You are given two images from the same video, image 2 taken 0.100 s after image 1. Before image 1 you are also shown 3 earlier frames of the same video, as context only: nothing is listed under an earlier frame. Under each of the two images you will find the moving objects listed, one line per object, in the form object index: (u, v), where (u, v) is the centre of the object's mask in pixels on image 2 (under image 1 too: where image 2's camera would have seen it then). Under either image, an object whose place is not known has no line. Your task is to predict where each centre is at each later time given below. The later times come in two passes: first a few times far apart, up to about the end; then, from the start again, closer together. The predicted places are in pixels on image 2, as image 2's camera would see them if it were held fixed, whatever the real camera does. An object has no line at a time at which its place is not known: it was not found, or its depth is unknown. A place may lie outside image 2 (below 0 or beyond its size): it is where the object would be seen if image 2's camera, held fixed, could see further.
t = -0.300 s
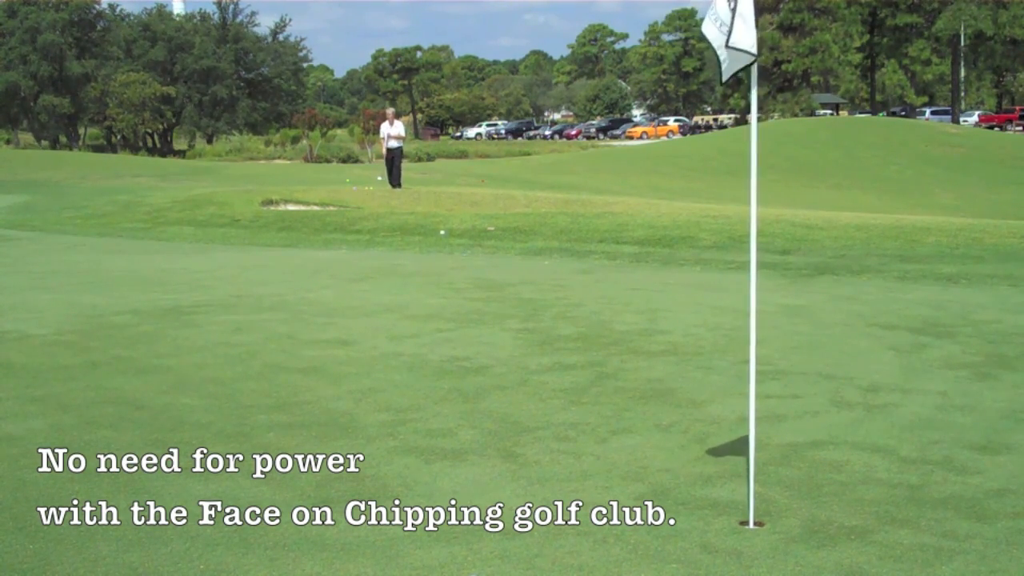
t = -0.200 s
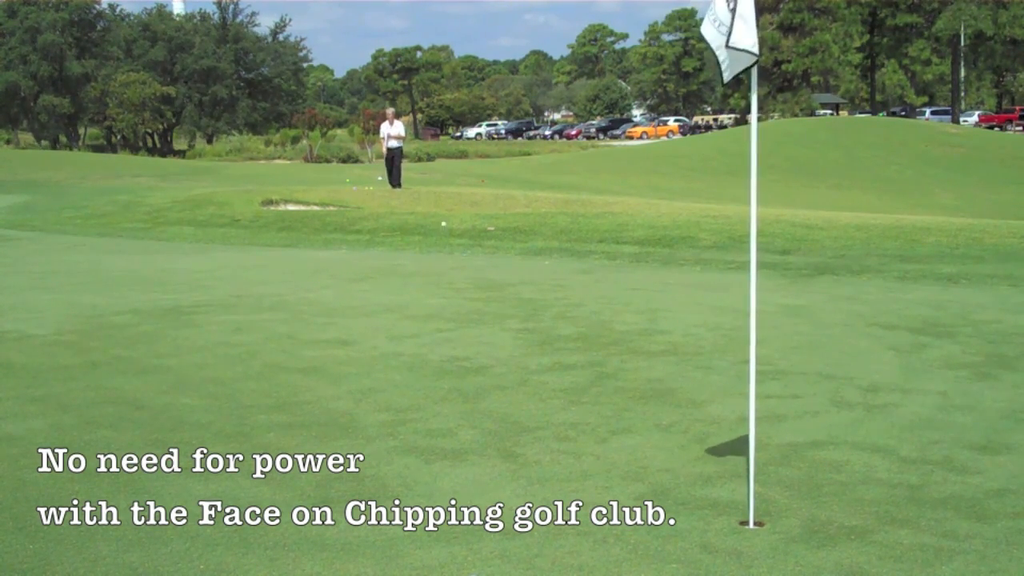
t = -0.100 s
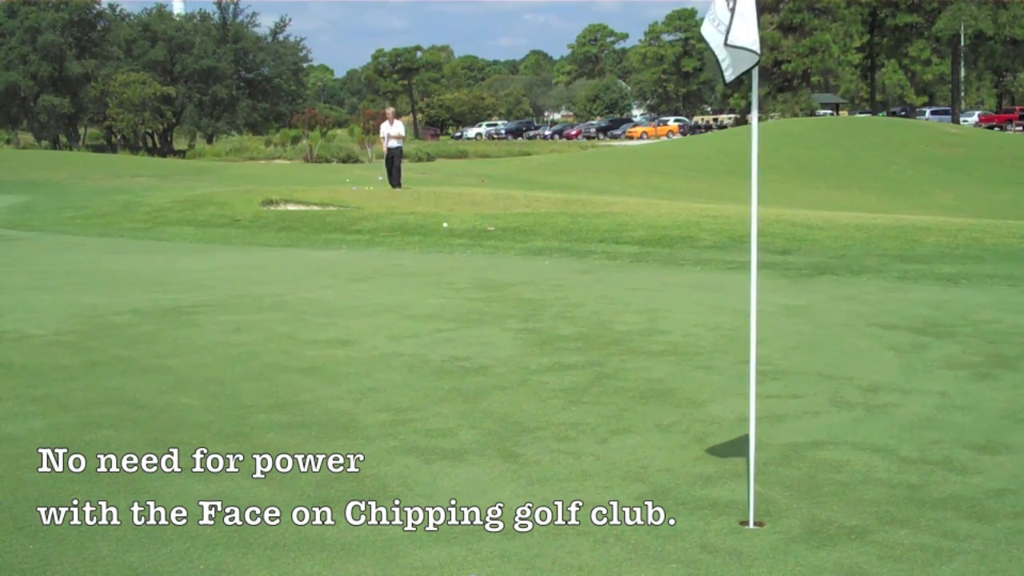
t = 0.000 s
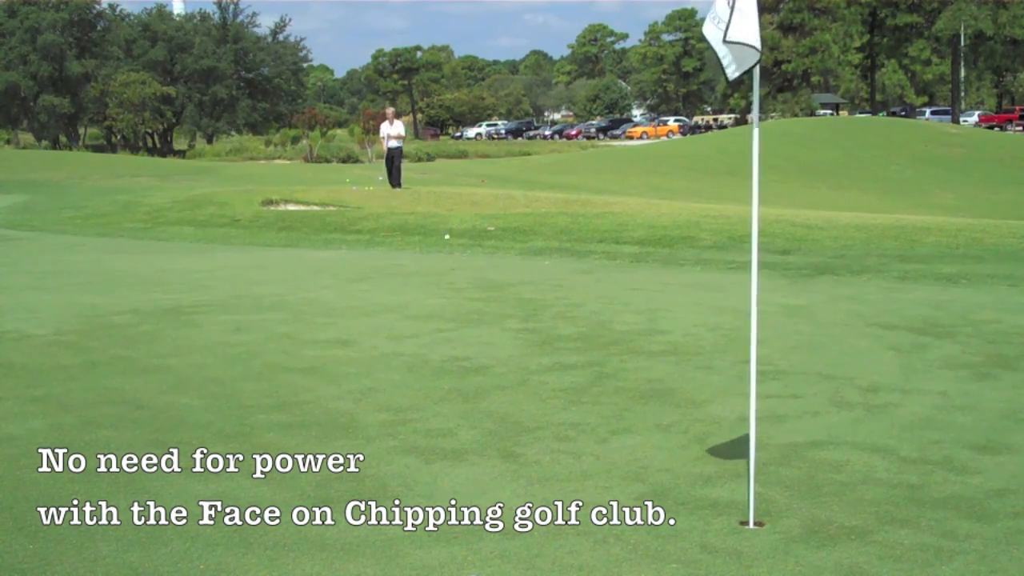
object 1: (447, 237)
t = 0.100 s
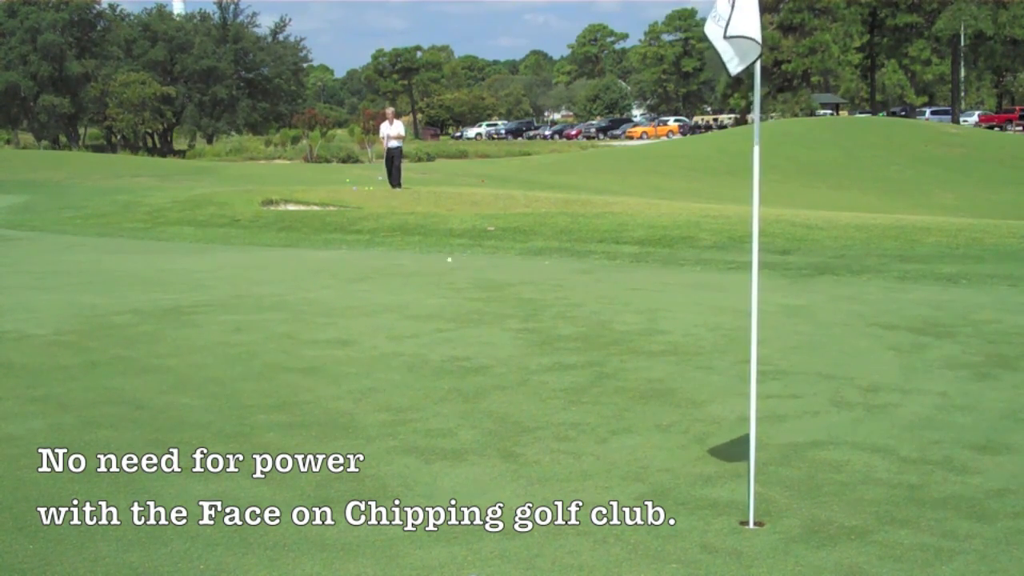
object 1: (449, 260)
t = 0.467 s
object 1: (452, 282)
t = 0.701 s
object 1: (456, 294)
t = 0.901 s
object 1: (460, 304)
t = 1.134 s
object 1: (470, 314)
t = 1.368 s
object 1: (482, 325)
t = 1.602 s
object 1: (498, 336)
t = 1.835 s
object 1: (515, 346)
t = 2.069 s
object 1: (533, 357)
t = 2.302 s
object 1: (552, 367)
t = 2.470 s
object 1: (567, 373)
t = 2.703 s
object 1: (587, 382)
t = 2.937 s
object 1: (608, 390)
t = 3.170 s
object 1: (628, 398)
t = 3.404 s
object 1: (646, 405)
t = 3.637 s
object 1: (662, 411)
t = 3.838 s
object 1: (674, 415)
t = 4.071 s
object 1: (686, 419)
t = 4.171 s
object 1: (690, 421)
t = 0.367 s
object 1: (451, 281)
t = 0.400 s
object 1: (452, 283)
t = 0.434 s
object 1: (452, 282)
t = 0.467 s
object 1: (452, 282)
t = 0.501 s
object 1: (452, 284)
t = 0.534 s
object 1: (453, 286)
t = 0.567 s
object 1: (453, 291)
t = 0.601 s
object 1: (454, 291)
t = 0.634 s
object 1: (454, 291)
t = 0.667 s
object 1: (455, 292)
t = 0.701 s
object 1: (456, 294)
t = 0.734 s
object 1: (456, 297)
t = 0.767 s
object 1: (457, 297)
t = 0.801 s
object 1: (458, 299)
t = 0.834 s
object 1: (458, 302)
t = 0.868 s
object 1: (459, 302)
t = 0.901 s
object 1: (460, 304)
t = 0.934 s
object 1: (461, 305)
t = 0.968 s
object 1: (463, 306)
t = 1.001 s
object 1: (465, 309)
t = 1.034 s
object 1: (466, 310)
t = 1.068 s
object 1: (468, 312)
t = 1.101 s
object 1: (469, 313)
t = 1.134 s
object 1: (470, 314)
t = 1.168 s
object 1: (472, 316)
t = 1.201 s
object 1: (474, 318)
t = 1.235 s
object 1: (475, 319)
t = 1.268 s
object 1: (477, 320)
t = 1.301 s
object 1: (478, 322)
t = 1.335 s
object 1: (480, 323)
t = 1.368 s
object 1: (482, 325)
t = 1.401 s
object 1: (483, 326)
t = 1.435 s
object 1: (485, 328)
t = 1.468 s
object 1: (487, 329)
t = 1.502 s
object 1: (489, 331)
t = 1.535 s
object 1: (491, 332)
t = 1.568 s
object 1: (493, 334)
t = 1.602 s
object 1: (498, 336)
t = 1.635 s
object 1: (500, 338)
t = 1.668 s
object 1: (503, 339)
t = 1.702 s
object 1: (505, 341)
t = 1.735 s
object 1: (507, 342)
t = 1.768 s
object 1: (510, 344)
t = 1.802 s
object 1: (512, 345)
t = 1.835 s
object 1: (515, 346)
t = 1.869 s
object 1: (517, 348)
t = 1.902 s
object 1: (520, 349)
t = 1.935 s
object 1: (523, 351)
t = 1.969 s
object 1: (525, 352)
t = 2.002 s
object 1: (528, 354)
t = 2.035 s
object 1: (530, 355)
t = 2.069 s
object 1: (533, 357)
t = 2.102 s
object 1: (535, 358)
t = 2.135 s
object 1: (538, 360)
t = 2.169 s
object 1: (541, 361)
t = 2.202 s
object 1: (543, 362)
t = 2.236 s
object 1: (546, 364)
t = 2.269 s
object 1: (549, 365)
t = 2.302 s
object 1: (552, 367)
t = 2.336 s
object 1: (555, 368)
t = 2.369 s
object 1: (558, 369)
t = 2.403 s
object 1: (561, 370)
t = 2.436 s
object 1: (564, 372)
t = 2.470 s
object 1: (567, 373)
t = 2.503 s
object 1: (570, 374)
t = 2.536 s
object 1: (572, 376)
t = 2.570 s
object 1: (575, 378)
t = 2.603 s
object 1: (578, 379)
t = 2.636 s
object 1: (581, 380)
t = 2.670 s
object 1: (584, 381)
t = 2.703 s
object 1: (587, 382)
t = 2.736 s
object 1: (590, 383)
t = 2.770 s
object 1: (593, 385)
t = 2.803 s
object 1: (595, 386)
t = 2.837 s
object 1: (599, 387)
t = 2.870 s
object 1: (601, 388)
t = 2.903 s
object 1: (604, 389)
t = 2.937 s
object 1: (608, 390)
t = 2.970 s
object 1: (610, 392)
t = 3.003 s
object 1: (613, 392)
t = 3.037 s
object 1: (616, 394)
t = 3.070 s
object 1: (619, 395)
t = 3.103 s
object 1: (622, 396)
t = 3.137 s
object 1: (625, 397)
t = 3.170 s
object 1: (628, 398)
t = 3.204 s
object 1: (631, 399)
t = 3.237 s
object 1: (633, 400)
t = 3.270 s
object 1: (636, 401)
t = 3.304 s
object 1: (639, 402)
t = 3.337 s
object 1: (641, 403)
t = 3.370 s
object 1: (644, 404)
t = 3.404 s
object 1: (646, 405)
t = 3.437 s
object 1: (648, 406)
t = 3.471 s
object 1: (651, 407)
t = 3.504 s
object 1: (653, 408)
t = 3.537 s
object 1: (656, 408)
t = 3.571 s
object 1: (658, 410)
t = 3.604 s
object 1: (660, 410)
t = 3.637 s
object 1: (662, 411)
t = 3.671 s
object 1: (664, 412)
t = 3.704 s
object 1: (666, 412)
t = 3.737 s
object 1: (668, 413)
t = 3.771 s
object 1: (670, 414)
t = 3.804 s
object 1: (672, 415)
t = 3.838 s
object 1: (674, 415)
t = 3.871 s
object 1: (676, 416)
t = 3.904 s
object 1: (678, 416)
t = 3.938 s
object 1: (680, 417)
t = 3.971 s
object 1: (681, 418)
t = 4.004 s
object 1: (683, 418)
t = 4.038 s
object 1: (685, 418)
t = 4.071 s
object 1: (686, 419)
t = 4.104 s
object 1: (688, 420)
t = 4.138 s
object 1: (689, 420)
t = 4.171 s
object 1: (690, 421)
